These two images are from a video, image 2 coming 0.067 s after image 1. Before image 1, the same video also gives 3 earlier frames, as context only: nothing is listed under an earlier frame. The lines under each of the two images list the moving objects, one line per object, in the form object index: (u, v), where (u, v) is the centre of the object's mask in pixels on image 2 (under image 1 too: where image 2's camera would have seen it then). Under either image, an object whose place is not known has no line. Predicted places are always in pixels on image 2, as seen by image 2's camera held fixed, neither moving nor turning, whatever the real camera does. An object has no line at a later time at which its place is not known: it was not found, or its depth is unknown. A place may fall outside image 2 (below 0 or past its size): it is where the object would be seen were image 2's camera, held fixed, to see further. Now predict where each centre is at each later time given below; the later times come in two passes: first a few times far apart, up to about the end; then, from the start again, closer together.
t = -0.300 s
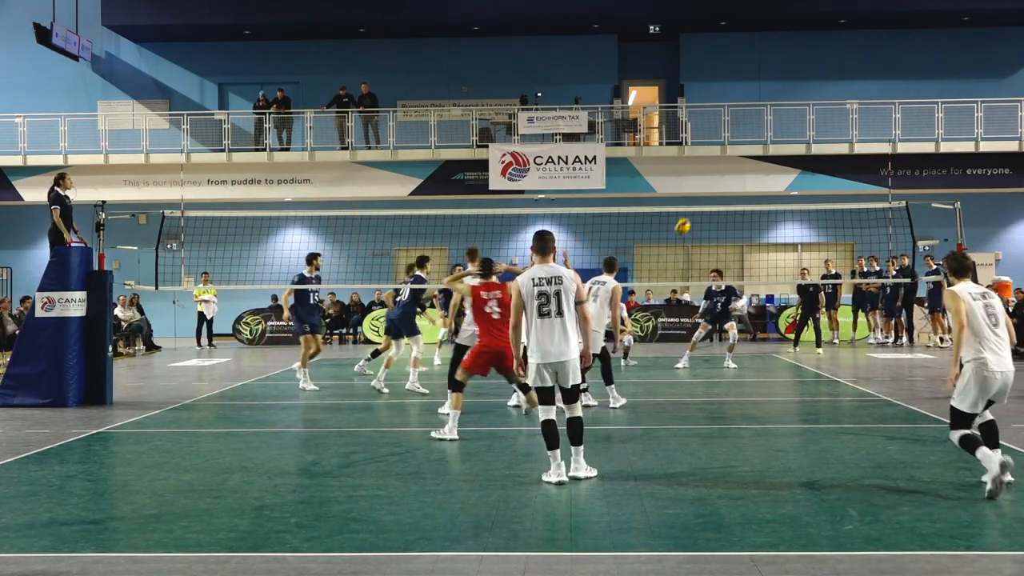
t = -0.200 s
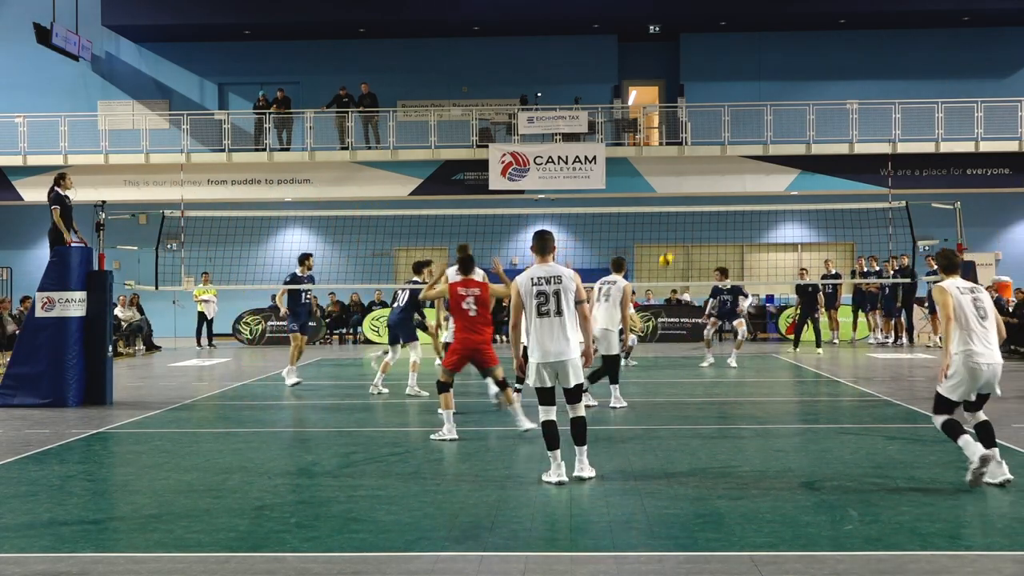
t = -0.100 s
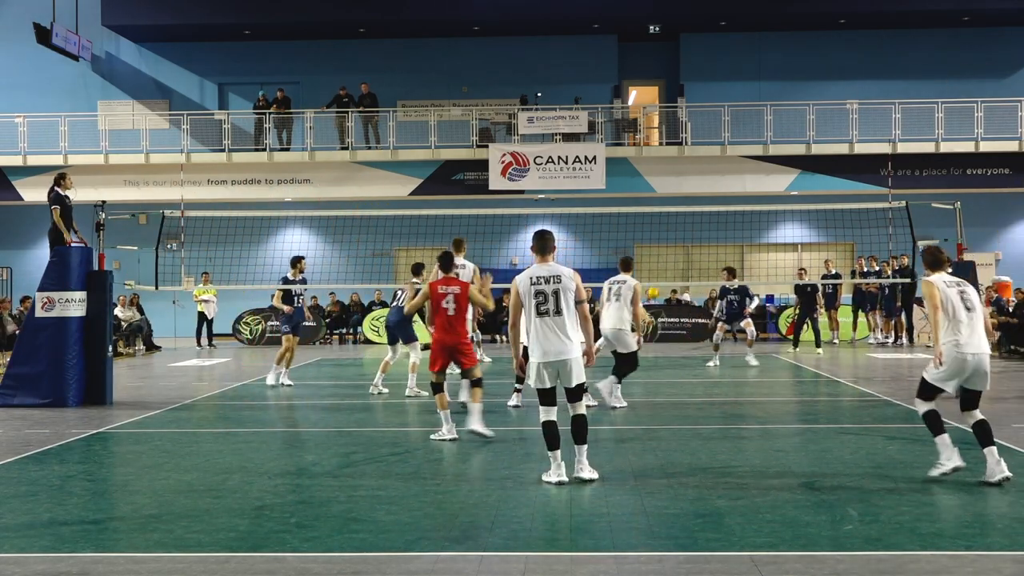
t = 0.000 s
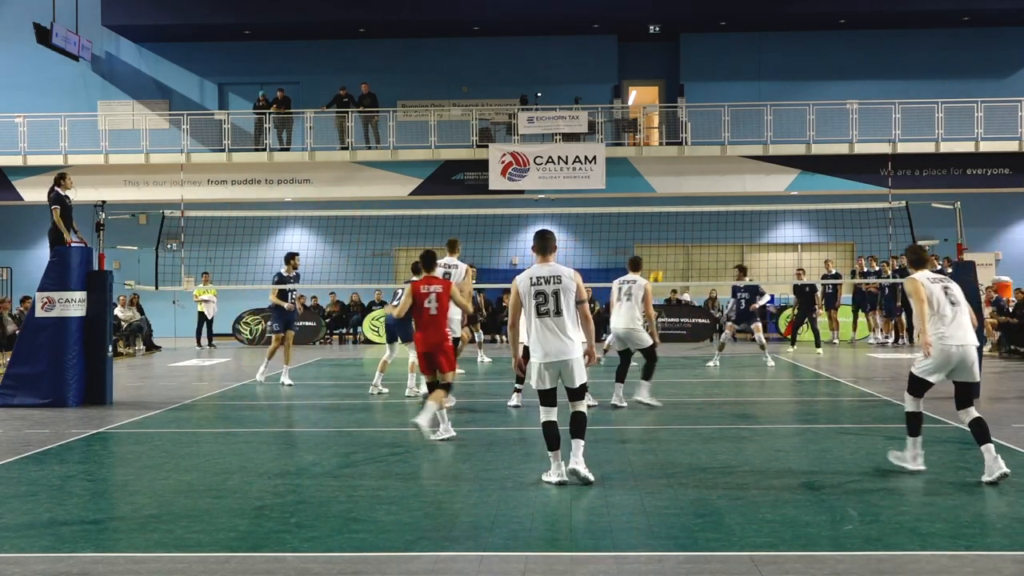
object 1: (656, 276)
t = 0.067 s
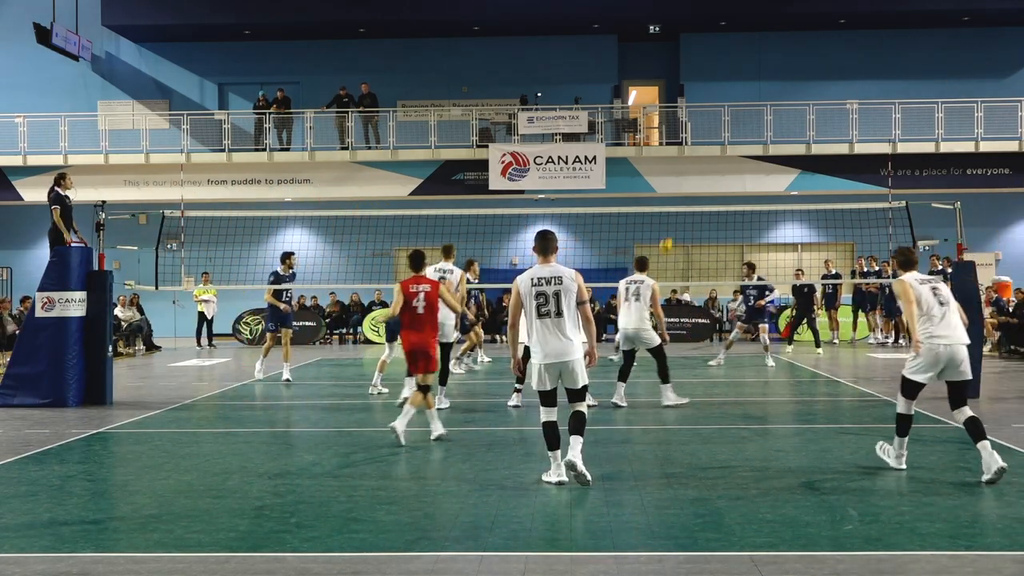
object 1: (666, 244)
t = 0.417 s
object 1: (719, 109)
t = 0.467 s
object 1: (727, 95)
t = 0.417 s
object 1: (719, 109)
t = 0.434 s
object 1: (722, 103)
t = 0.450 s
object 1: (724, 99)
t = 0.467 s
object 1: (727, 95)
